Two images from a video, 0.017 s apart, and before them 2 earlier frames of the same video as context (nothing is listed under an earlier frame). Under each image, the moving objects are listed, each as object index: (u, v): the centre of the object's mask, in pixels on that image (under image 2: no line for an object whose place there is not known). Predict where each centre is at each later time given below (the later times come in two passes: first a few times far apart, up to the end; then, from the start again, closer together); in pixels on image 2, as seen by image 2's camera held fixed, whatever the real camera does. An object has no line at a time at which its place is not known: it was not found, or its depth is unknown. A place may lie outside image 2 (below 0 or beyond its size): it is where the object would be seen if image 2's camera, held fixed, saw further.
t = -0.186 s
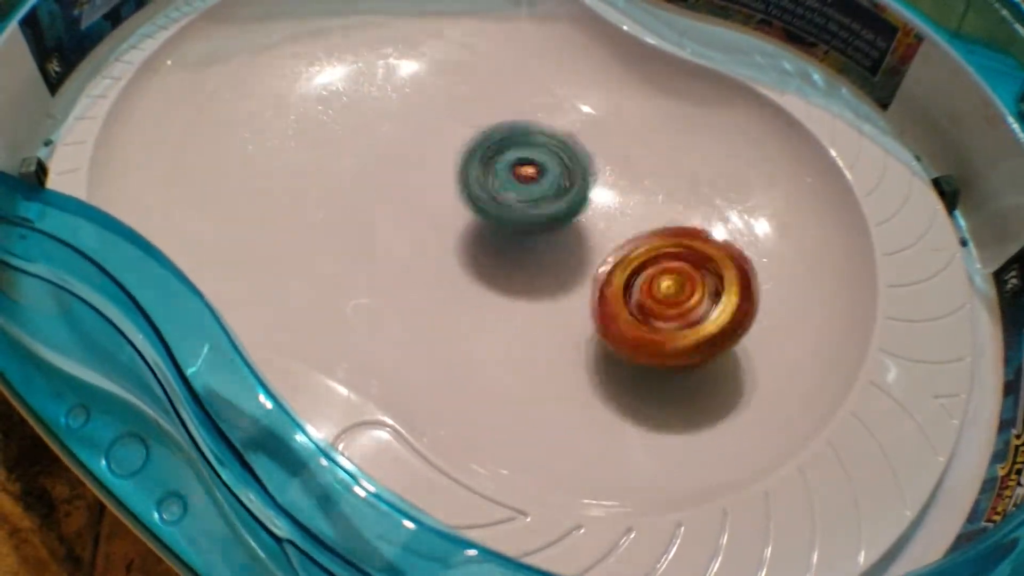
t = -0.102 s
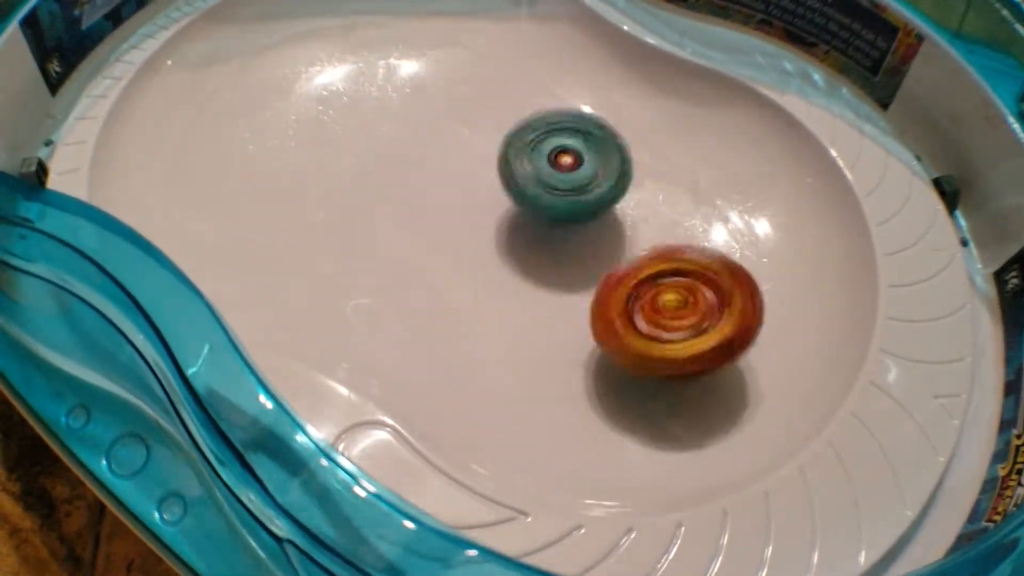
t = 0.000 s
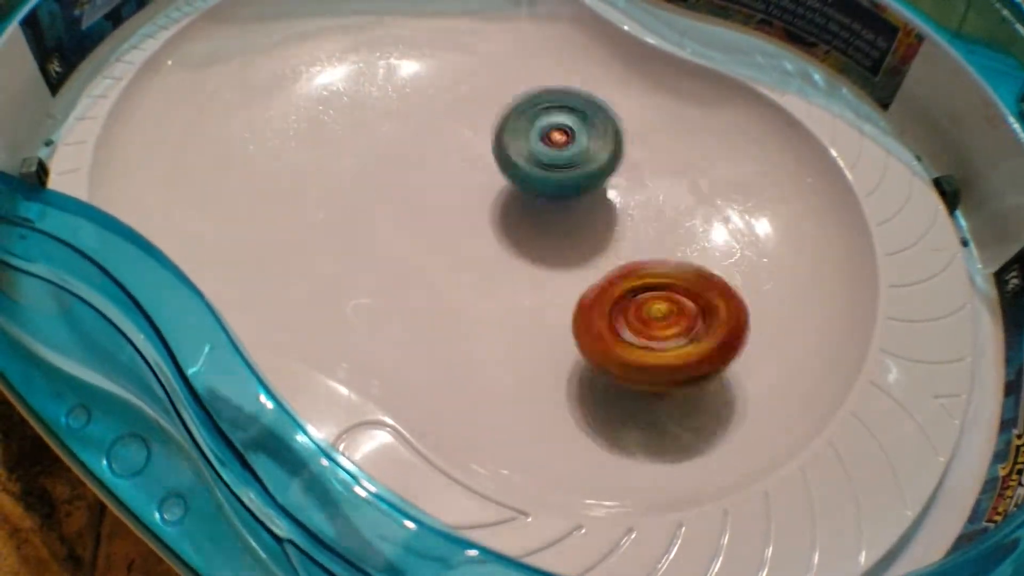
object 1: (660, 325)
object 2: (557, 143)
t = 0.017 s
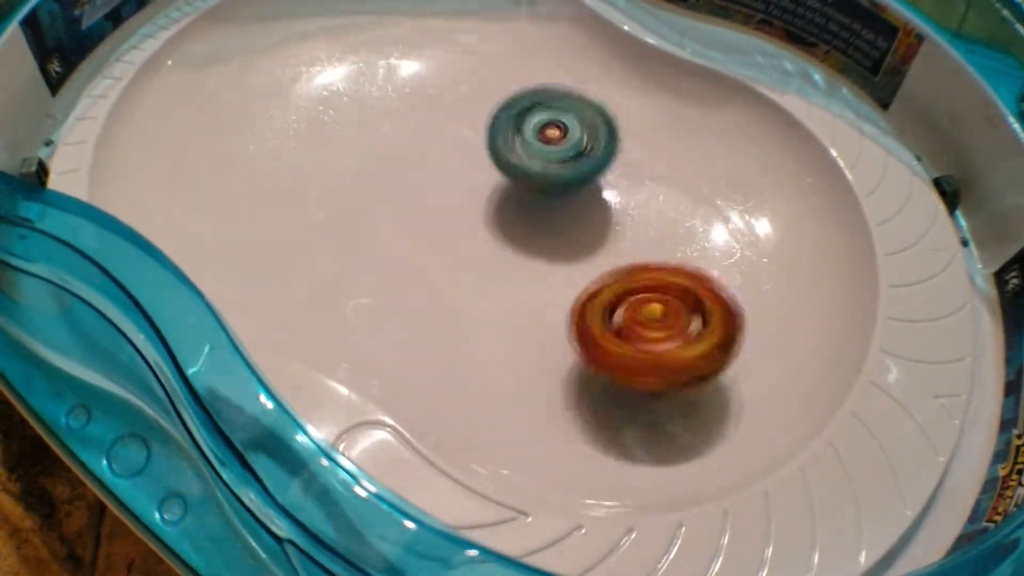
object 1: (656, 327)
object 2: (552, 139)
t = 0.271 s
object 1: (573, 294)
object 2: (435, 130)
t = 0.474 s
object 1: (572, 229)
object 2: (397, 172)
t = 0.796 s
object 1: (662, 193)
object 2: (276, 153)
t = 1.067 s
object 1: (671, 230)
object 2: (350, 154)
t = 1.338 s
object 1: (622, 272)
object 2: (298, 62)
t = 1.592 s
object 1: (558, 259)
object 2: (337, 164)
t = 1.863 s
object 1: (543, 196)
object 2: (476, 70)
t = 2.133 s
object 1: (551, 137)
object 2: (329, 46)
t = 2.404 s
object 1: (496, 130)
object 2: (353, 185)
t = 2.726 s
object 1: (463, 147)
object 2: (620, 356)
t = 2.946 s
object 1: (420, 157)
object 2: (703, 221)
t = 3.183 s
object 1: (361, 135)
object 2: (527, 131)
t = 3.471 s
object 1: (221, 95)
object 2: (541, 120)
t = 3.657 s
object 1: (363, 117)
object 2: (535, 200)
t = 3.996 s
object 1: (505, 54)
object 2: (695, 361)
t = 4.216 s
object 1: (410, 131)
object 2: (675, 241)
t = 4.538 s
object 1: (263, 184)
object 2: (424, 166)
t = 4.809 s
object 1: (246, 105)
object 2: (431, 65)
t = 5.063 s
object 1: (322, 85)
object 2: (462, 17)
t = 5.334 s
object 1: (389, 160)
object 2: (483, 60)
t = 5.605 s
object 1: (320, 175)
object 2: (464, 193)
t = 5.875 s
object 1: (371, 113)
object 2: (436, 260)
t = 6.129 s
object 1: (443, 103)
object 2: (396, 186)
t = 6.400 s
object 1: (518, 158)
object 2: (264, 122)
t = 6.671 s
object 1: (584, 201)
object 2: (320, 91)
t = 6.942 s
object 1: (596, 199)
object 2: (432, 105)
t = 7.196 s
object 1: (568, 210)
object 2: (429, 174)
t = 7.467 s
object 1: (573, 210)
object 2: (321, 160)
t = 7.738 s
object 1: (573, 210)
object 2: (318, 83)
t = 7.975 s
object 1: (573, 210)
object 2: (396, 72)
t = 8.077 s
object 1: (573, 210)
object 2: (427, 79)
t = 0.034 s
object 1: (651, 326)
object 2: (546, 135)
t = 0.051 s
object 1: (645, 326)
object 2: (538, 132)
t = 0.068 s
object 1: (640, 327)
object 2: (528, 129)
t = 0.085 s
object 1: (633, 324)
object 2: (519, 127)
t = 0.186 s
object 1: (597, 310)
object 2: (464, 120)
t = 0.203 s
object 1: (592, 307)
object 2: (456, 120)
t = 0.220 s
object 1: (587, 306)
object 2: (449, 123)
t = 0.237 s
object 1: (581, 301)
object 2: (444, 123)
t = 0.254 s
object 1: (576, 296)
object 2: (439, 126)
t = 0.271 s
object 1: (573, 294)
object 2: (435, 130)
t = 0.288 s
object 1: (566, 288)
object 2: (433, 134)
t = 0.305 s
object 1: (563, 282)
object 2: (429, 139)
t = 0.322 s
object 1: (561, 280)
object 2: (428, 143)
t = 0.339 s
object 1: (556, 273)
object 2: (426, 146)
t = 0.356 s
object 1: (554, 267)
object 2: (424, 152)
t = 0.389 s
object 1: (550, 253)
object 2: (422, 162)
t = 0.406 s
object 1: (548, 246)
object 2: (422, 168)
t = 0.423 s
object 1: (549, 239)
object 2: (422, 172)
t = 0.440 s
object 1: (548, 233)
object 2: (419, 176)
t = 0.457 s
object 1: (559, 230)
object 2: (408, 173)
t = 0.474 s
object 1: (572, 229)
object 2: (397, 172)
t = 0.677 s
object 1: (637, 199)
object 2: (326, 147)
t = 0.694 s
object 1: (642, 199)
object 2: (318, 144)
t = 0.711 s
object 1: (643, 197)
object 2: (311, 146)
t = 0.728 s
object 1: (647, 195)
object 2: (303, 144)
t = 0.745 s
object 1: (653, 195)
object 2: (295, 146)
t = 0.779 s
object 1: (657, 193)
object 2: (281, 151)
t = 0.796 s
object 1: (662, 193)
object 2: (276, 153)
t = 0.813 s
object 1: (663, 195)
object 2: (271, 156)
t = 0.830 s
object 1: (664, 195)
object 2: (269, 158)
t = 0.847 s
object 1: (668, 195)
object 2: (266, 162)
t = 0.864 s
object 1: (668, 199)
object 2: (266, 166)
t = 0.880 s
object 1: (669, 199)
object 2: (266, 169)
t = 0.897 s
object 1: (672, 200)
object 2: (269, 172)
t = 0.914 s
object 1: (672, 205)
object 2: (272, 175)
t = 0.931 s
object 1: (672, 206)
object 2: (277, 177)
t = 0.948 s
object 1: (673, 208)
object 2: (283, 180)
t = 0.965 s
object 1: (674, 213)
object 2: (291, 179)
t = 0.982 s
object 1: (672, 215)
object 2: (300, 181)
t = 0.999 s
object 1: (672, 217)
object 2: (310, 177)
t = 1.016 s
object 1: (674, 221)
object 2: (319, 173)
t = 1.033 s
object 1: (671, 225)
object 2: (331, 168)
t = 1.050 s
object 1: (669, 227)
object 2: (340, 163)
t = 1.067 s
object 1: (671, 230)
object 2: (350, 154)
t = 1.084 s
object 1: (667, 234)
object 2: (355, 147)
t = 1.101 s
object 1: (665, 237)
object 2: (361, 137)
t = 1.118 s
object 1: (665, 239)
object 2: (365, 127)
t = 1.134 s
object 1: (662, 245)
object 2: (367, 118)
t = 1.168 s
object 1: (657, 249)
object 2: (367, 102)
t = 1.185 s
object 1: (655, 254)
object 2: (365, 93)
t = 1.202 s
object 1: (651, 255)
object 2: (360, 85)
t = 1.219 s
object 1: (647, 257)
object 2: (356, 80)
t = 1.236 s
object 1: (646, 261)
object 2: (348, 72)
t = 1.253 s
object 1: (641, 263)
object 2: (342, 69)
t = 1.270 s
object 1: (636, 264)
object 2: (334, 64)
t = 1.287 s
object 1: (635, 268)
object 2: (326, 63)
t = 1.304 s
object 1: (629, 269)
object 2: (316, 60)
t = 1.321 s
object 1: (624, 270)
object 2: (308, 60)
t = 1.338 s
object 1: (622, 272)
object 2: (298, 62)
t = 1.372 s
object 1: (610, 274)
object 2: (281, 70)
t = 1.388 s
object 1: (608, 273)
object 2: (273, 74)
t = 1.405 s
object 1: (602, 276)
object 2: (266, 82)
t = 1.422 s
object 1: (598, 274)
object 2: (261, 91)
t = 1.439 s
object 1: (594, 274)
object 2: (258, 100)
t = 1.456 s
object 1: (590, 275)
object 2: (257, 110)
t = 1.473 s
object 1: (584, 273)
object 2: (260, 120)
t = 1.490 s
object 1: (580, 271)
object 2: (264, 130)
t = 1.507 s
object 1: (579, 272)
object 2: (271, 139)
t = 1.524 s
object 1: (572, 268)
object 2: (282, 147)
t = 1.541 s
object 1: (567, 266)
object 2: (293, 154)
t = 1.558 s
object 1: (566, 264)
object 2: (307, 159)
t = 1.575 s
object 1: (561, 262)
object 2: (322, 163)
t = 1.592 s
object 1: (558, 259)
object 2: (337, 164)
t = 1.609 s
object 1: (557, 255)
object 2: (352, 165)
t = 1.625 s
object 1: (554, 253)
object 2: (366, 164)
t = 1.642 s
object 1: (551, 247)
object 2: (381, 162)
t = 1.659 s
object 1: (549, 243)
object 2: (396, 159)
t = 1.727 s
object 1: (545, 227)
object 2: (448, 141)
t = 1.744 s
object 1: (543, 223)
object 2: (459, 133)
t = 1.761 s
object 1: (543, 220)
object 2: (470, 124)
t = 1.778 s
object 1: (544, 216)
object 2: (477, 115)
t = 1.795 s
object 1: (543, 214)
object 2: (482, 106)
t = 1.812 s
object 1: (542, 210)
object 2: (485, 97)
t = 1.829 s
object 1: (543, 205)
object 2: (483, 88)
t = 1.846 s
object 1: (545, 202)
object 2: (480, 79)
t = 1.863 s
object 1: (543, 196)
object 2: (476, 70)
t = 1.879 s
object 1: (545, 192)
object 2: (469, 60)
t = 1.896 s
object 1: (548, 190)
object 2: (464, 49)
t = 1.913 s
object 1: (547, 185)
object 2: (459, 42)
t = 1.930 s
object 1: (548, 180)
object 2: (451, 34)
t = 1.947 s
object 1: (551, 176)
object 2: (443, 31)
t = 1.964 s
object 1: (550, 173)
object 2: (433, 27)
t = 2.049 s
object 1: (553, 152)
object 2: (380, 26)
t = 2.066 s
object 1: (555, 150)
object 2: (369, 28)
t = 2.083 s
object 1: (553, 145)
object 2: (358, 31)
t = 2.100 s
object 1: (553, 142)
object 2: (348, 35)
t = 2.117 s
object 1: (554, 139)
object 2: (338, 40)
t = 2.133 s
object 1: (551, 137)
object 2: (329, 46)
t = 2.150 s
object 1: (549, 133)
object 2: (322, 54)
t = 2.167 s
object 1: (549, 130)
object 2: (313, 66)
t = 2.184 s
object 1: (546, 130)
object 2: (307, 75)
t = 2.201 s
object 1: (543, 127)
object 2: (303, 86)
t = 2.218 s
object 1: (541, 125)
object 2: (299, 98)
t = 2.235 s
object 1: (540, 125)
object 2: (297, 110)
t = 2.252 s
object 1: (534, 123)
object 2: (297, 119)
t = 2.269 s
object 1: (530, 122)
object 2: (297, 128)
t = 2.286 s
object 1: (529, 122)
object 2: (300, 139)
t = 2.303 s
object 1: (522, 123)
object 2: (304, 149)
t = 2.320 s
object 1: (518, 122)
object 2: (308, 159)
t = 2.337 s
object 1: (514, 122)
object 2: (314, 166)
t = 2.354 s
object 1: (510, 126)
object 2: (322, 172)
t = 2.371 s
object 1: (504, 126)
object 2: (329, 178)
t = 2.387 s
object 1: (499, 127)
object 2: (339, 181)
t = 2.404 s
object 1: (496, 130)
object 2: (353, 185)
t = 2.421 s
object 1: (489, 132)
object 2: (364, 188)
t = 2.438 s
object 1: (490, 131)
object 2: (371, 195)
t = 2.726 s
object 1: (463, 147)
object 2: (620, 356)
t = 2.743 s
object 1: (463, 147)
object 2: (637, 359)
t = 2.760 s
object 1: (459, 150)
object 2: (655, 357)
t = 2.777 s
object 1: (455, 151)
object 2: (672, 352)
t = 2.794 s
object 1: (452, 151)
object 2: (686, 350)
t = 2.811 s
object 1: (450, 154)
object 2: (699, 337)
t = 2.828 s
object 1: (445, 155)
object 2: (706, 327)
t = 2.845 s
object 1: (442, 155)
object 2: (713, 312)
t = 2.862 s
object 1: (441, 155)
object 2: (716, 298)
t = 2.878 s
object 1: (435, 157)
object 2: (718, 285)
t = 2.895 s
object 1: (432, 157)
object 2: (718, 268)
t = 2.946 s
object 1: (420, 157)
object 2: (703, 221)
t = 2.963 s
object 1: (416, 157)
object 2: (694, 209)
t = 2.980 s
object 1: (414, 157)
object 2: (683, 195)
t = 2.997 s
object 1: (409, 156)
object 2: (671, 184)
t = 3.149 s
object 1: (384, 143)
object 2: (534, 137)
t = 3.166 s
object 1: (379, 142)
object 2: (519, 134)
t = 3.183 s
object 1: (361, 135)
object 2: (527, 131)
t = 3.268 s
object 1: (253, 106)
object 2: (574, 119)
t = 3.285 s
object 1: (239, 100)
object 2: (577, 117)
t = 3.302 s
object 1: (225, 96)
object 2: (579, 114)
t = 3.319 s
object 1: (216, 90)
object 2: (580, 112)
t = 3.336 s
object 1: (208, 85)
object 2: (578, 110)
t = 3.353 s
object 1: (206, 83)
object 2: (575, 109)
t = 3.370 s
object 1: (202, 81)
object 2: (572, 107)
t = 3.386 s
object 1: (199, 82)
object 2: (567, 106)
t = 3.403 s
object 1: (201, 82)
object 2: (562, 107)
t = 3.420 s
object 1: (203, 86)
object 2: (557, 109)
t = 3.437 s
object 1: (206, 88)
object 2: (553, 111)
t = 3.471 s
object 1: (221, 95)
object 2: (541, 120)
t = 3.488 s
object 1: (232, 103)
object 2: (536, 125)
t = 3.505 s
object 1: (241, 107)
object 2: (533, 131)
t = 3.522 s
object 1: (253, 111)
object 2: (529, 139)
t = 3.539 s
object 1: (267, 117)
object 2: (527, 146)
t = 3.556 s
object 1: (279, 120)
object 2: (526, 156)
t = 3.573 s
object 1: (293, 121)
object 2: (524, 165)
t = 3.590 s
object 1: (307, 124)
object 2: (526, 172)
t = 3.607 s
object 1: (321, 121)
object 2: (526, 180)
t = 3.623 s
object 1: (336, 123)
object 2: (528, 186)
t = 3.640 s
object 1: (349, 122)
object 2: (530, 194)
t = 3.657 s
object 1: (363, 117)
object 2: (535, 200)
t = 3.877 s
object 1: (504, 55)
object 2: (622, 329)
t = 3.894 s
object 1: (509, 52)
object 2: (633, 343)
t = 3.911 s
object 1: (511, 53)
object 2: (643, 348)
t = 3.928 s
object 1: (511, 52)
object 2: (655, 355)
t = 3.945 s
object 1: (510, 52)
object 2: (665, 360)
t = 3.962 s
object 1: (511, 52)
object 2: (676, 363)
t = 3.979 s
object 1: (509, 53)
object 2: (685, 363)
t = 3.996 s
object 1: (505, 54)
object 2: (695, 361)
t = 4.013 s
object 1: (501, 56)
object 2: (704, 360)
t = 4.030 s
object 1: (497, 58)
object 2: (712, 350)
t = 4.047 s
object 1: (493, 63)
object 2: (719, 345)
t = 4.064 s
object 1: (485, 66)
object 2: (725, 334)
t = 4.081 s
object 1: (478, 72)
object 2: (729, 325)
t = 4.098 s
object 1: (472, 76)
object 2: (731, 312)
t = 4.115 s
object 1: (466, 84)
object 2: (729, 302)
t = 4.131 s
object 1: (456, 90)
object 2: (726, 288)
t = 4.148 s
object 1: (446, 97)
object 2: (718, 278)
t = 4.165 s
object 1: (439, 104)
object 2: (710, 268)
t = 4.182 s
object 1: (430, 112)
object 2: (699, 256)
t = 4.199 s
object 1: (419, 121)
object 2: (688, 250)
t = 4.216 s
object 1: (410, 131)
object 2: (675, 241)
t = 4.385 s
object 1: (318, 197)
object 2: (541, 203)
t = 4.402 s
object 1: (313, 201)
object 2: (527, 199)
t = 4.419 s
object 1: (305, 200)
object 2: (512, 194)
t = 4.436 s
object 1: (300, 201)
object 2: (498, 191)
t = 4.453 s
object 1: (297, 200)
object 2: (482, 187)
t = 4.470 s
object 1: (293, 197)
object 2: (467, 183)
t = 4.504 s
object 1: (282, 192)
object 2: (438, 175)
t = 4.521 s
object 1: (277, 188)
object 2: (424, 169)
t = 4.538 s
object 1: (263, 184)
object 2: (424, 166)
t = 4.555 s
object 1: (245, 176)
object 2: (433, 158)
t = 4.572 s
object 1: (228, 170)
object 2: (439, 153)
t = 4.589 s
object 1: (218, 164)
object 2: (446, 146)
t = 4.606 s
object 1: (209, 158)
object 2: (451, 142)
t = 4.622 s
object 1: (203, 151)
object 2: (456, 135)
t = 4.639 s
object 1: (198, 145)
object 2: (459, 129)
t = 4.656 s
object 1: (194, 137)
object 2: (460, 121)
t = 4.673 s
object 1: (193, 132)
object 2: (461, 116)
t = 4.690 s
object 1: (195, 128)
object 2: (459, 108)
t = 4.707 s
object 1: (198, 123)
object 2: (458, 102)
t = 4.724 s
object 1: (203, 120)
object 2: (454, 95)
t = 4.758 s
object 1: (217, 112)
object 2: (445, 83)
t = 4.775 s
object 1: (225, 107)
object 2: (441, 78)
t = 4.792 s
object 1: (237, 107)
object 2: (434, 73)
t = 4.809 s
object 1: (246, 105)
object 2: (431, 65)
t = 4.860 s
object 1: (277, 93)
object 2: (413, 53)
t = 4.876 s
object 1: (289, 91)
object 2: (405, 48)
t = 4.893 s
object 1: (290, 90)
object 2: (411, 48)
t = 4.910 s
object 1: (284, 89)
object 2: (426, 36)
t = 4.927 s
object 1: (280, 86)
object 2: (437, 31)
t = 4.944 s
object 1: (281, 82)
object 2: (450, 28)
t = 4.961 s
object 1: (285, 82)
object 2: (457, 25)
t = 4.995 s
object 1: (293, 85)
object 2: (466, 21)
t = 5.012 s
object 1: (298, 83)
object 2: (467, 19)
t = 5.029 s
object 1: (305, 83)
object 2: (467, 18)
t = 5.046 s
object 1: (313, 84)
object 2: (466, 18)
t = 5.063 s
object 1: (322, 85)
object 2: (462, 17)
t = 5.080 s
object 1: (332, 87)
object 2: (461, 17)
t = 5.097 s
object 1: (341, 88)
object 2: (455, 17)
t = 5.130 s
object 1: (359, 91)
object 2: (448, 19)
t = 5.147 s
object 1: (370, 91)
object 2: (446, 19)
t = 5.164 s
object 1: (380, 94)
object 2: (446, 23)
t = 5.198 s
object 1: (399, 101)
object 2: (446, 24)
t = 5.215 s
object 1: (404, 105)
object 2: (446, 26)
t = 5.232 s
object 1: (403, 113)
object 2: (452, 30)
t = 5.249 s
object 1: (402, 120)
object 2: (457, 36)
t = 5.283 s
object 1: (395, 141)
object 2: (470, 48)
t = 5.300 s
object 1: (394, 148)
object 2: (473, 50)
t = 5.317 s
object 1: (391, 153)
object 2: (479, 57)
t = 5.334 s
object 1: (389, 160)
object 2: (483, 60)
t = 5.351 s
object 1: (386, 164)
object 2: (487, 64)
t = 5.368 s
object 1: (383, 172)
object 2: (489, 70)
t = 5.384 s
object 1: (380, 177)
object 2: (490, 77)
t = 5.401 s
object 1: (374, 182)
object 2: (493, 82)
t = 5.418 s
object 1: (369, 185)
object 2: (493, 91)
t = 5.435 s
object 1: (362, 186)
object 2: (491, 99)
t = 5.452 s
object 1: (358, 188)
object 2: (491, 111)
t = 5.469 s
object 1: (352, 189)
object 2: (488, 120)
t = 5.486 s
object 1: (346, 190)
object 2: (485, 127)
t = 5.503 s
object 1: (341, 190)
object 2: (481, 141)
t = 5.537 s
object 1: (330, 190)
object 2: (474, 158)
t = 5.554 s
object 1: (325, 187)
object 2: (470, 167)
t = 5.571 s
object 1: (321, 182)
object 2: (469, 174)
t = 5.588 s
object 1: (320, 179)
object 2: (465, 184)
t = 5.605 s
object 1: (320, 175)
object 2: (464, 193)
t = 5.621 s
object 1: (320, 169)
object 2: (463, 198)
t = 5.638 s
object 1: (319, 163)
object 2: (457, 204)
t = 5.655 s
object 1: (318, 157)
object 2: (456, 214)
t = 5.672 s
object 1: (321, 153)
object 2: (454, 217)
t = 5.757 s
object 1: (335, 137)
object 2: (443, 244)
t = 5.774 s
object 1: (338, 131)
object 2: (439, 246)
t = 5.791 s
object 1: (341, 126)
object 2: (439, 252)
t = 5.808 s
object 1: (346, 122)
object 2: (440, 254)
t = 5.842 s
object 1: (358, 119)
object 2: (437, 259)
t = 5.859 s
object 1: (364, 114)
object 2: (438, 259)
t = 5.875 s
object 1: (371, 113)
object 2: (436, 260)
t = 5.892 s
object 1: (377, 112)
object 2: (435, 258)
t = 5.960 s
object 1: (398, 103)
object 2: (423, 253)
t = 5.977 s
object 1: (404, 100)
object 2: (417, 249)
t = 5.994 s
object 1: (411, 101)
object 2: (413, 245)
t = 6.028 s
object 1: (421, 106)
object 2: (406, 234)
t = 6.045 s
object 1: (425, 107)
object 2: (401, 228)
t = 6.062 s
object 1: (428, 108)
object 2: (401, 223)
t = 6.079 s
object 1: (432, 106)
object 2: (400, 212)
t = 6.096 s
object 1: (436, 107)
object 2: (396, 203)
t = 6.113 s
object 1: (437, 108)
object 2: (396, 195)
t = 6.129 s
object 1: (443, 103)
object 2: (396, 186)
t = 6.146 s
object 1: (446, 105)
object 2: (394, 178)
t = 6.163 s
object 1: (452, 110)
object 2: (385, 172)
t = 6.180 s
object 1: (463, 116)
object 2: (377, 165)
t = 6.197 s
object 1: (468, 121)
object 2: (364, 164)
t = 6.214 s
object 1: (476, 121)
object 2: (347, 163)
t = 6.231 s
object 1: (486, 119)
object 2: (334, 159)
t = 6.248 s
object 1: (494, 119)
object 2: (319, 156)
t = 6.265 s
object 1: (500, 122)
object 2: (310, 156)
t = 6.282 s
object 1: (504, 127)
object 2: (299, 149)
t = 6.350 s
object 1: (512, 144)
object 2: (273, 133)
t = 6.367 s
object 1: (514, 149)
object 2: (267, 131)
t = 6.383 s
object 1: (516, 154)
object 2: (265, 126)
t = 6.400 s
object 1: (518, 158)
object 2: (264, 122)
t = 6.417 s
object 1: (520, 164)
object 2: (261, 120)
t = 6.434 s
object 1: (523, 168)
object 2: (262, 119)
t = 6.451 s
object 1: (525, 173)
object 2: (262, 113)
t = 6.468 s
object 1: (527, 177)
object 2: (262, 111)
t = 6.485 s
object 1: (531, 182)
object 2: (265, 110)
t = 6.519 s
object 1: (539, 189)
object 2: (270, 105)
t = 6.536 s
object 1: (543, 193)
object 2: (273, 104)
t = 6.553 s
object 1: (548, 195)
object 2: (277, 104)
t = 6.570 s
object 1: (553, 198)
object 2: (282, 102)
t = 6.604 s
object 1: (565, 201)
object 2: (293, 97)
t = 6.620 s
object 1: (570, 202)
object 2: (298, 95)
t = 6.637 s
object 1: (576, 202)
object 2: (304, 93)
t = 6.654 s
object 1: (581, 202)
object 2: (311, 90)
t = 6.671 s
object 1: (584, 201)
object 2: (320, 91)
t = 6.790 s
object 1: (601, 197)
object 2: (376, 89)
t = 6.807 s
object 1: (602, 197)
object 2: (383, 93)
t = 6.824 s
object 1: (602, 196)
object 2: (388, 93)
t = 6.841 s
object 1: (602, 196)
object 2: (397, 92)
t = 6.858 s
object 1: (602, 197)
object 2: (405, 95)
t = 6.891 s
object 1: (601, 197)
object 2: (415, 97)
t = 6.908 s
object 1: (600, 198)
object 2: (423, 100)
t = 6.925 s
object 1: (598, 199)
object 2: (427, 105)
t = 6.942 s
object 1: (596, 199)
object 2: (432, 105)
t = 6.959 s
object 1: (593, 200)
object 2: (435, 107)
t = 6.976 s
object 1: (590, 201)
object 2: (441, 113)
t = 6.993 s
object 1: (587, 201)
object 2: (441, 118)
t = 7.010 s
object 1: (584, 202)
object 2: (445, 120)
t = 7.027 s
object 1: (580, 202)
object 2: (447, 127)
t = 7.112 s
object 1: (561, 204)
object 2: (447, 158)
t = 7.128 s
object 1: (559, 204)
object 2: (448, 161)
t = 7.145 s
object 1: (561, 206)
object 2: (443, 165)
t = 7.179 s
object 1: (566, 209)
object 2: (433, 171)
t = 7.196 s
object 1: (568, 210)
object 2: (429, 174)
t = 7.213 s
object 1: (570, 210)
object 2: (421, 175)
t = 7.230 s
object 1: (572, 210)
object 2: (413, 179)
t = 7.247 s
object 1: (573, 210)
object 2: (405, 182)
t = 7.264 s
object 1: (574, 210)
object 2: (398, 185)
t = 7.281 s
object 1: (574, 210)
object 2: (392, 182)
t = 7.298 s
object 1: (573, 210)
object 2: (385, 184)
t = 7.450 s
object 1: (574, 210)
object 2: (326, 164)
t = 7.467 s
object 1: (573, 210)
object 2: (321, 160)
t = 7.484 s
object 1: (573, 210)
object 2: (320, 155)
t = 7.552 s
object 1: (574, 210)
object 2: (308, 134)
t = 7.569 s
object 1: (574, 210)
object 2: (304, 129)
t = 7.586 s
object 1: (573, 210)
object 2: (303, 123)
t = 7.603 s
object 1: (573, 210)
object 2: (302, 118)
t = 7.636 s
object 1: (573, 210)
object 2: (302, 109)
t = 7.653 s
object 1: (573, 210)
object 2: (303, 105)
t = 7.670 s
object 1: (574, 210)
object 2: (306, 99)
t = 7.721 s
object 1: (573, 210)
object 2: (313, 87)
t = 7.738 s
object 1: (573, 210)
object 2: (318, 83)
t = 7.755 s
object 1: (573, 210)
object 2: (323, 80)
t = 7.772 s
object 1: (573, 210)
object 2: (326, 79)
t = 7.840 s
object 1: (573, 210)
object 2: (347, 70)
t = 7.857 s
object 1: (573, 210)
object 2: (352, 67)
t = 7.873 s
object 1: (573, 210)
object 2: (360, 67)
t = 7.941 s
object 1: (573, 210)
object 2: (383, 67)
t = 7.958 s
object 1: (573, 210)
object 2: (391, 67)
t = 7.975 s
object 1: (573, 210)
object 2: (396, 72)
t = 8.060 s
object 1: (573, 210)
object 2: (422, 79)
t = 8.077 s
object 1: (573, 210)
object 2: (427, 79)
